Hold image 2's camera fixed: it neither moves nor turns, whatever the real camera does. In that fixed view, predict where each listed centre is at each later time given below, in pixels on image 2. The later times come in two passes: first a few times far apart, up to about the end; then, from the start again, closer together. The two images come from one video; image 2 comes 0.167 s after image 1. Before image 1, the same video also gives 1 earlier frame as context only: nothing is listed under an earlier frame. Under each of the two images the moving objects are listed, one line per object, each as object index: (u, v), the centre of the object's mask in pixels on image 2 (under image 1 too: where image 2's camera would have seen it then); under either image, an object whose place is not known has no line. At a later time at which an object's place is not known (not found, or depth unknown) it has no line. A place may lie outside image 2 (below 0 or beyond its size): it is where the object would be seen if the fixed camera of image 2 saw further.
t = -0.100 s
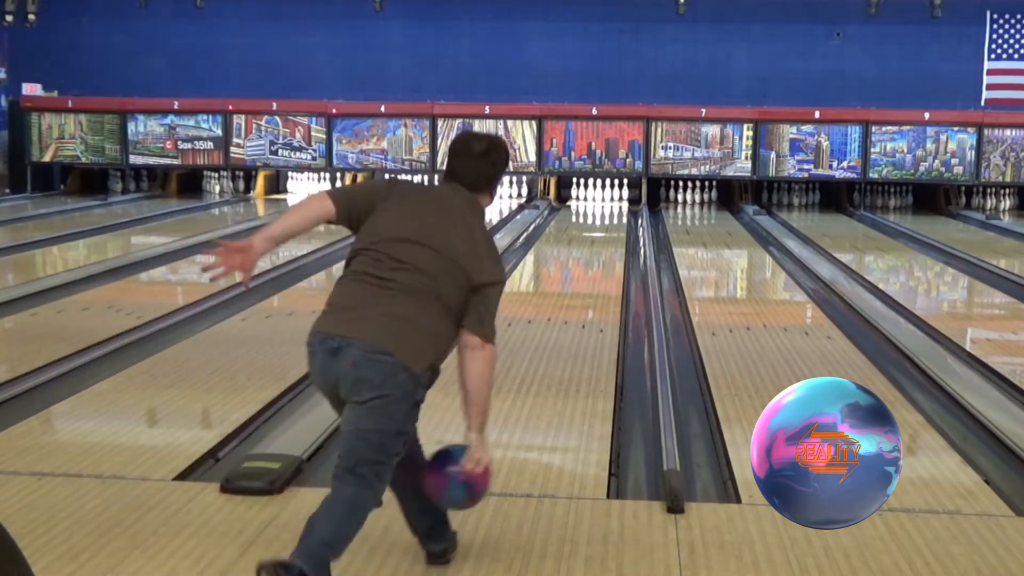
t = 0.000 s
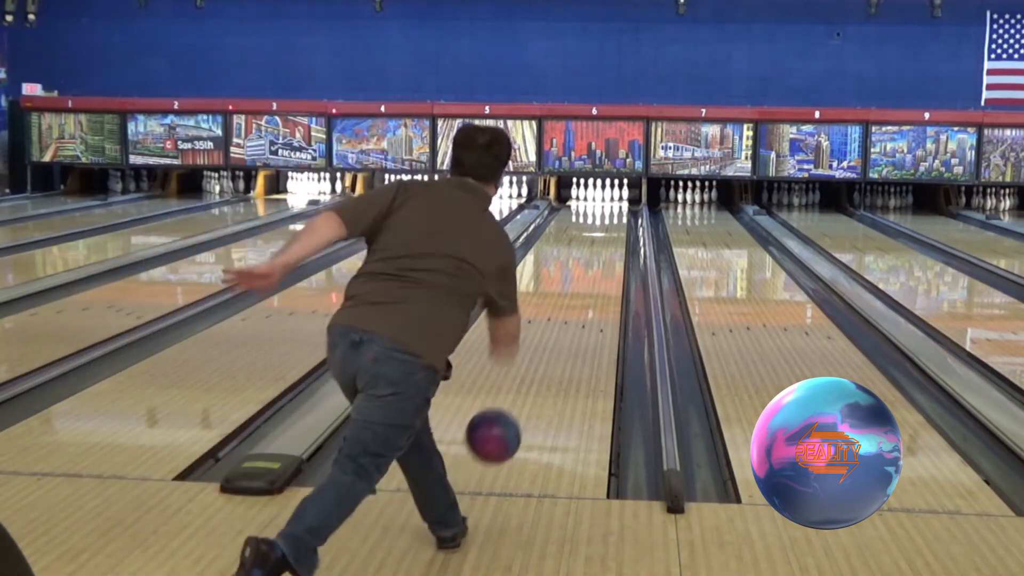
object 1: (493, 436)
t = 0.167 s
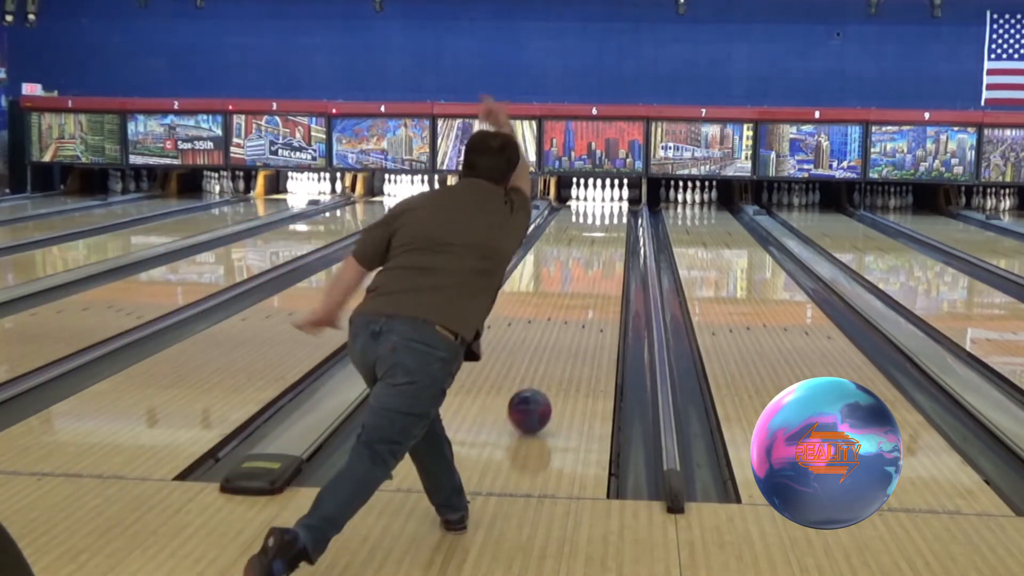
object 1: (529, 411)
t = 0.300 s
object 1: (550, 369)
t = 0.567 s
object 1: (576, 315)
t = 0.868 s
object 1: (594, 276)
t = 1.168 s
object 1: (605, 249)
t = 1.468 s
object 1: (612, 231)
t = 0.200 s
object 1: (535, 398)
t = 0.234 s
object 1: (540, 388)
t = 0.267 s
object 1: (545, 379)
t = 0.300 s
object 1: (550, 369)
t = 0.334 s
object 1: (554, 361)
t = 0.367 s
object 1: (558, 353)
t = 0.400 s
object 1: (561, 345)
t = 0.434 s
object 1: (564, 338)
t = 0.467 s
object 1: (568, 332)
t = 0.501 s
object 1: (571, 326)
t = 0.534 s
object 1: (573, 321)
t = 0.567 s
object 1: (576, 315)
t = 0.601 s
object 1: (578, 310)
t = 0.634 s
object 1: (581, 305)
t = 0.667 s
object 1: (583, 301)
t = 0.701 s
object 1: (585, 296)
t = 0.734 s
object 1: (587, 292)
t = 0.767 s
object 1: (589, 287)
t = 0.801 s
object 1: (591, 284)
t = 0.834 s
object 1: (592, 279)
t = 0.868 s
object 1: (594, 276)
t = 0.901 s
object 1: (596, 272)
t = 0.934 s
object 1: (597, 269)
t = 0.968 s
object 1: (599, 266)
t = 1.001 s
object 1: (600, 263)
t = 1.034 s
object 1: (601, 262)
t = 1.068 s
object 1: (602, 264)
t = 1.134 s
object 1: (605, 248)
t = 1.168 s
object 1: (605, 249)
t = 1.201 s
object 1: (606, 248)
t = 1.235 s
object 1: (607, 245)
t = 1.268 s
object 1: (608, 242)
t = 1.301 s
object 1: (609, 240)
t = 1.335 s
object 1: (609, 239)
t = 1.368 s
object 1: (610, 236)
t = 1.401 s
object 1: (611, 234)
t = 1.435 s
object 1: (612, 233)
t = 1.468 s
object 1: (612, 231)
